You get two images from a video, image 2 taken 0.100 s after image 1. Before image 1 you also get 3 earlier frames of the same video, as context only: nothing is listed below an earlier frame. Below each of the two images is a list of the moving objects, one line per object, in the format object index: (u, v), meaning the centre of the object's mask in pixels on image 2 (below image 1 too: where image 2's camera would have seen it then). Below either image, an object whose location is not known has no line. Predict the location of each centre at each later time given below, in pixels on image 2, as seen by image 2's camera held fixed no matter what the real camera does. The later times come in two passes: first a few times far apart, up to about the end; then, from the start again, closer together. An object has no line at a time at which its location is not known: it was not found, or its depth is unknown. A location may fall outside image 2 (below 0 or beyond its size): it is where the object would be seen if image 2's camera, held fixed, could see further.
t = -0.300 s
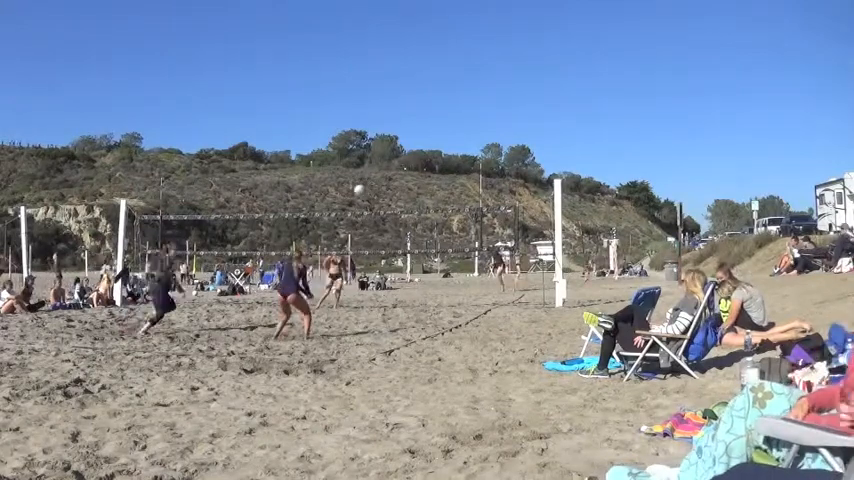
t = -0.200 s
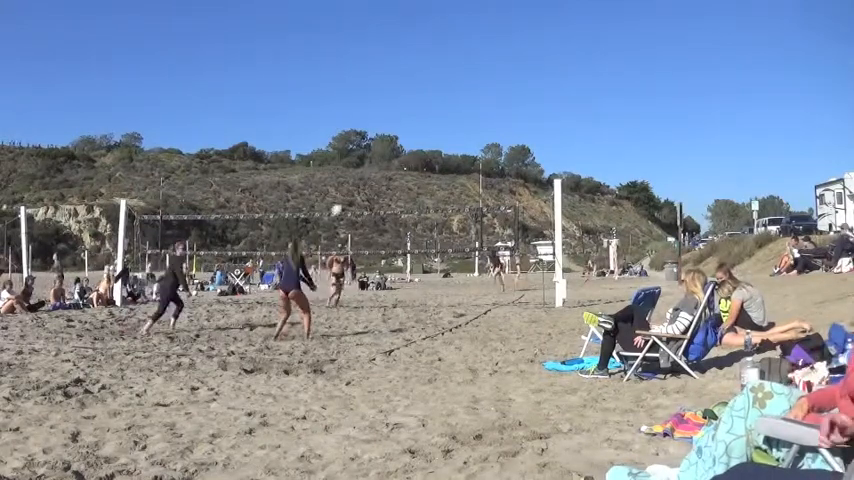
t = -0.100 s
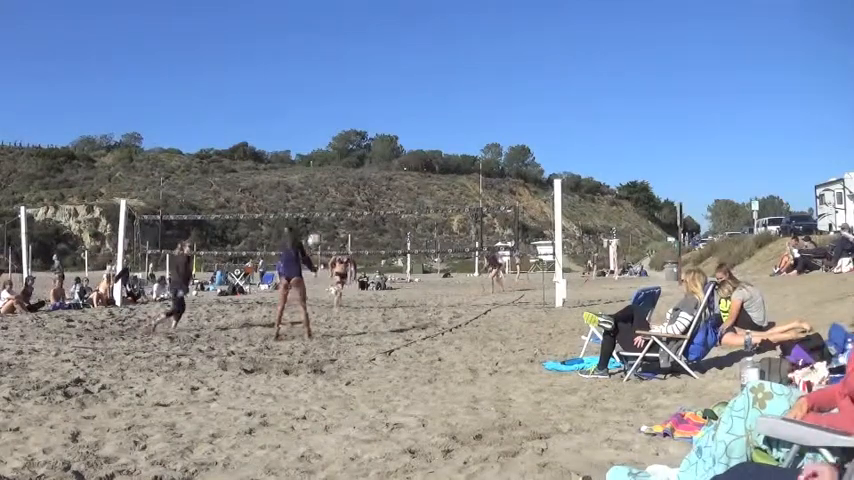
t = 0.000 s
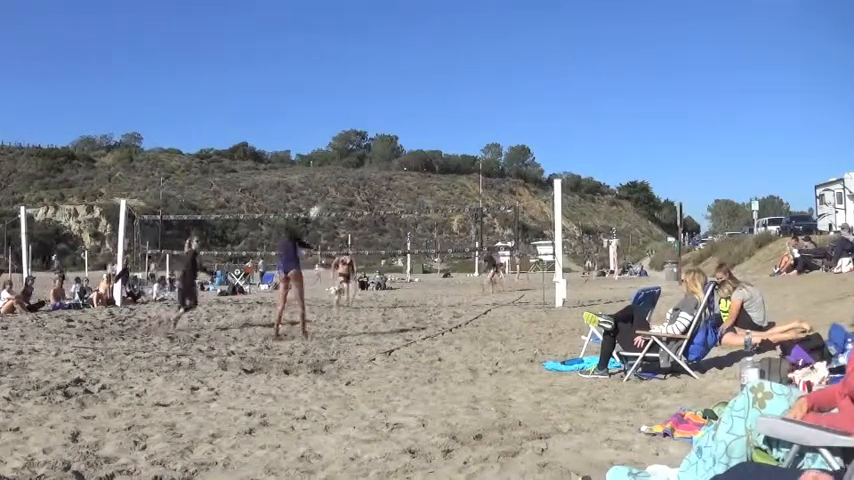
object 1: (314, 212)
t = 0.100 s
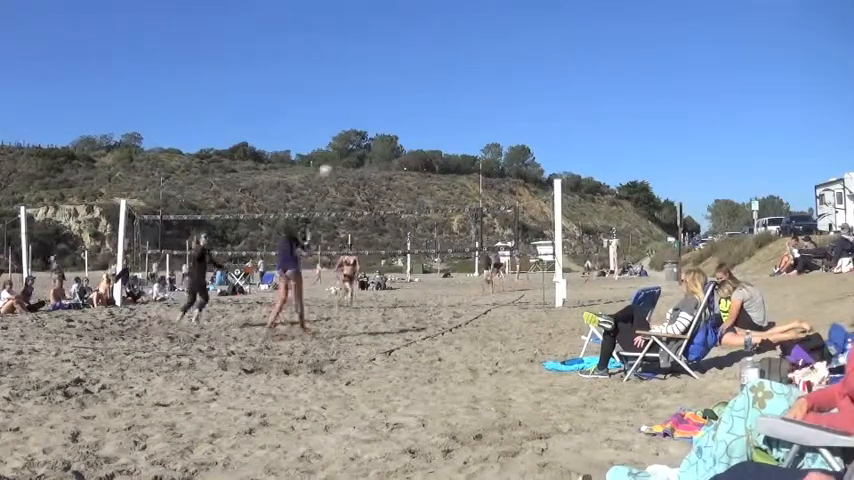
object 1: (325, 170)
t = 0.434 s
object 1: (355, 89)
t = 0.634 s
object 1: (371, 75)
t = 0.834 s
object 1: (386, 80)
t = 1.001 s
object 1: (398, 99)
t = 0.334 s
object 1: (347, 106)
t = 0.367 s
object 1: (350, 100)
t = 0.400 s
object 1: (353, 95)
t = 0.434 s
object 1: (355, 89)
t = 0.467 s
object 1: (357, 87)
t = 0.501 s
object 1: (360, 82)
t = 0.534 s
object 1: (363, 80)
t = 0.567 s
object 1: (366, 77)
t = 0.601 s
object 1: (368, 76)
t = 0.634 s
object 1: (371, 75)
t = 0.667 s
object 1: (373, 74)
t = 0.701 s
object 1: (376, 74)
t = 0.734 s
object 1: (378, 75)
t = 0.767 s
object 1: (381, 76)
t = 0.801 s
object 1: (384, 77)
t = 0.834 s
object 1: (386, 80)
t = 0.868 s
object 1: (388, 83)
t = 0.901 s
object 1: (390, 86)
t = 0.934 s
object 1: (393, 89)
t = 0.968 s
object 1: (393, 94)
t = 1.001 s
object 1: (398, 99)
